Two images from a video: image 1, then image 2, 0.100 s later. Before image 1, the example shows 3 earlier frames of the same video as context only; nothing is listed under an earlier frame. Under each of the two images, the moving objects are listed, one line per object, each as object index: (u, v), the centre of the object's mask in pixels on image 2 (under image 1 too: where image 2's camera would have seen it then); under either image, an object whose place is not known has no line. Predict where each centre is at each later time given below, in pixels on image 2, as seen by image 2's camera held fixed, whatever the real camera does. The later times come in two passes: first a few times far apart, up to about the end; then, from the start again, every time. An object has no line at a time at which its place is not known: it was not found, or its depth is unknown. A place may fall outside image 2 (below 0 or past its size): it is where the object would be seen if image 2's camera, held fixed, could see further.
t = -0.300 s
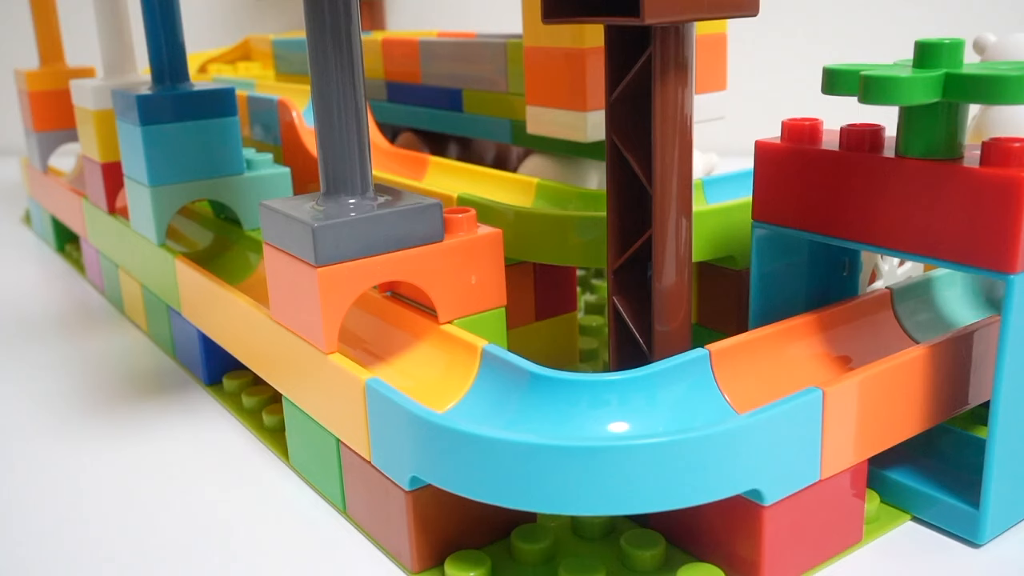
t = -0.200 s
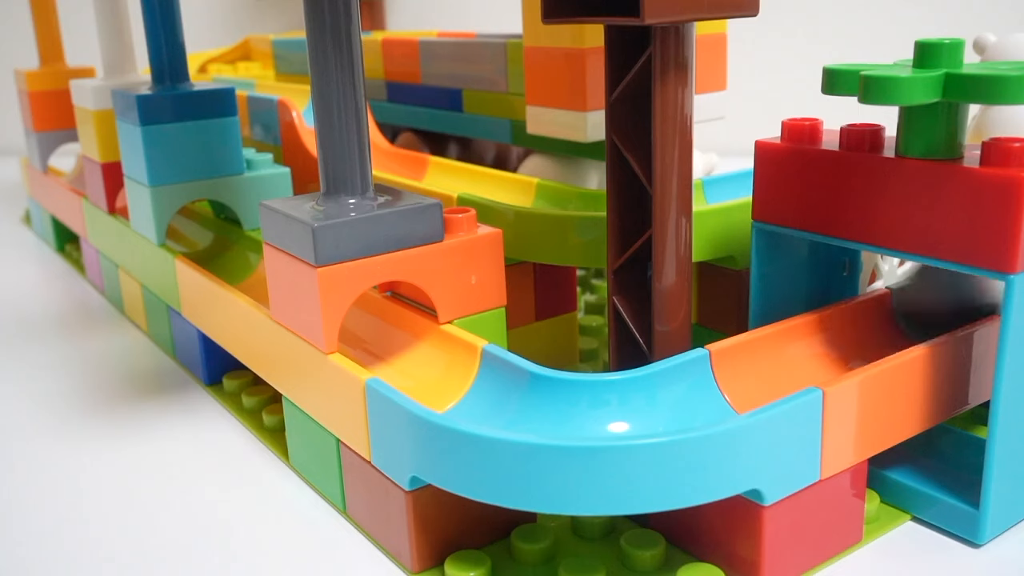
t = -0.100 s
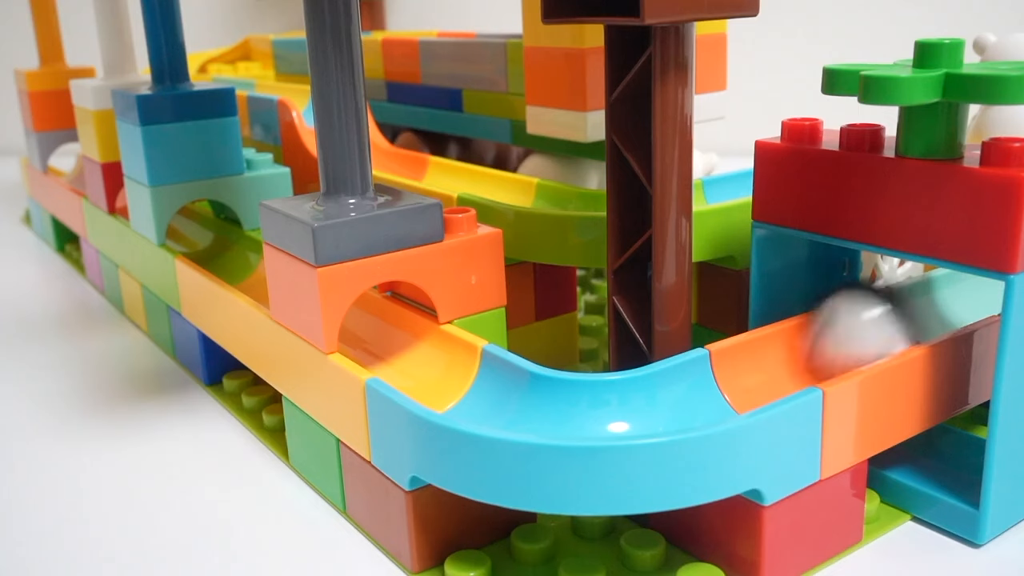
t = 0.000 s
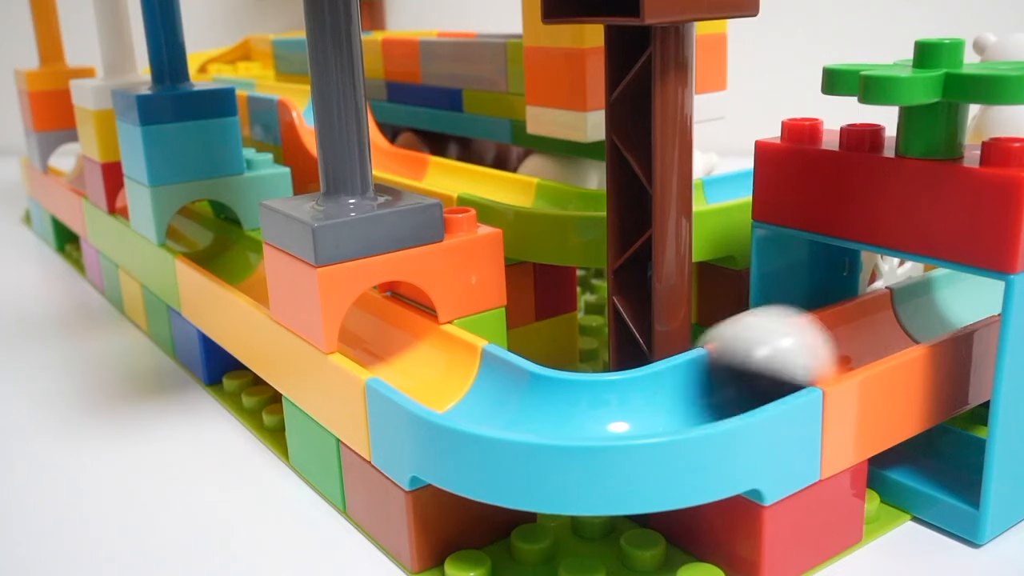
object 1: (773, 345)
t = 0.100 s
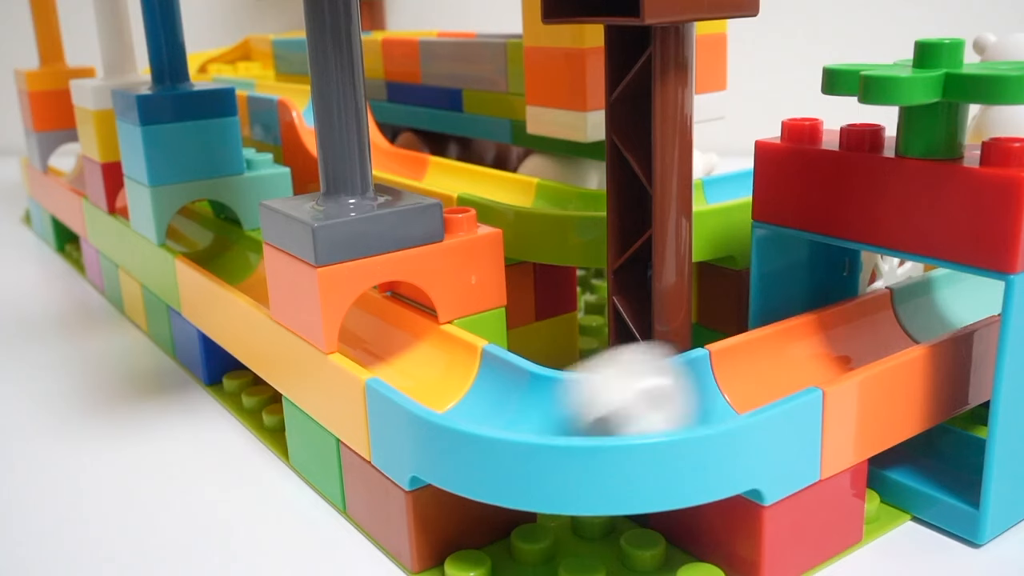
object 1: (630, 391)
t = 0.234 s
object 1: (461, 370)
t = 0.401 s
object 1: (376, 330)
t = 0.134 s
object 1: (580, 399)
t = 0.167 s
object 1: (537, 392)
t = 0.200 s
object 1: (491, 380)
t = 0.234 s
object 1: (461, 370)
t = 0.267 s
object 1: (437, 358)
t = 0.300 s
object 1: (412, 347)
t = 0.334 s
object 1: (392, 335)
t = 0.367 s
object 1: (384, 318)
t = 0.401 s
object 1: (376, 330)
